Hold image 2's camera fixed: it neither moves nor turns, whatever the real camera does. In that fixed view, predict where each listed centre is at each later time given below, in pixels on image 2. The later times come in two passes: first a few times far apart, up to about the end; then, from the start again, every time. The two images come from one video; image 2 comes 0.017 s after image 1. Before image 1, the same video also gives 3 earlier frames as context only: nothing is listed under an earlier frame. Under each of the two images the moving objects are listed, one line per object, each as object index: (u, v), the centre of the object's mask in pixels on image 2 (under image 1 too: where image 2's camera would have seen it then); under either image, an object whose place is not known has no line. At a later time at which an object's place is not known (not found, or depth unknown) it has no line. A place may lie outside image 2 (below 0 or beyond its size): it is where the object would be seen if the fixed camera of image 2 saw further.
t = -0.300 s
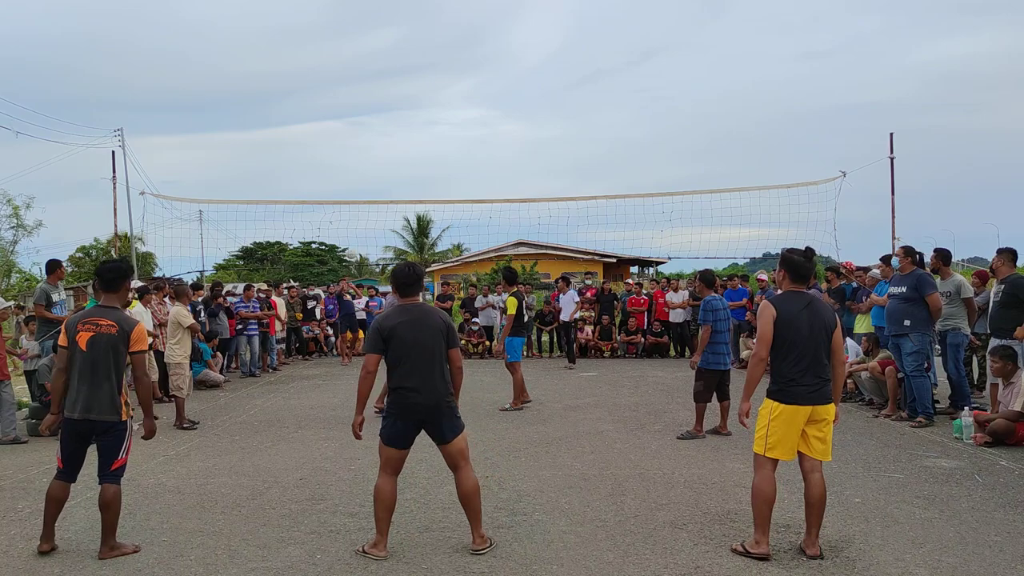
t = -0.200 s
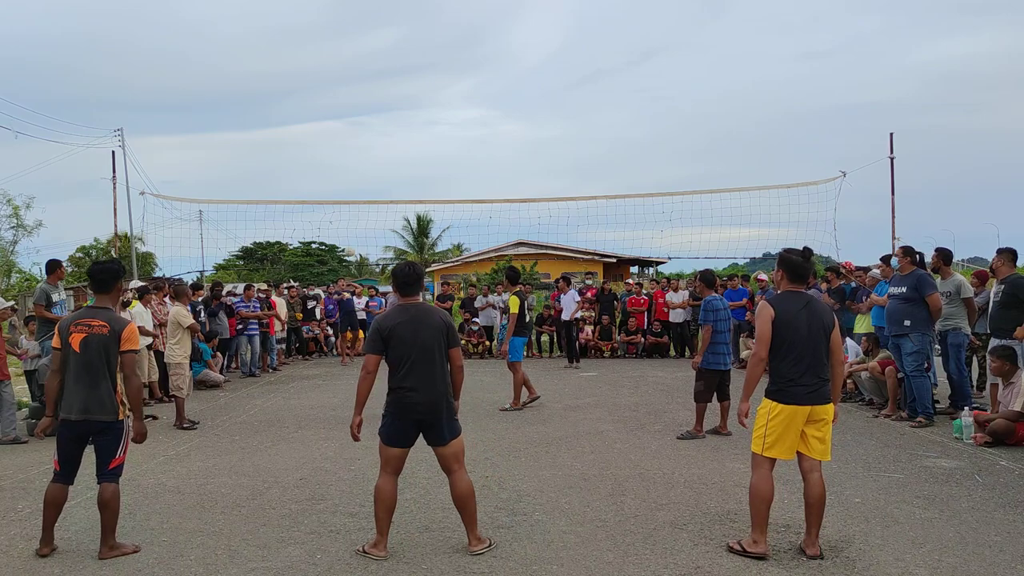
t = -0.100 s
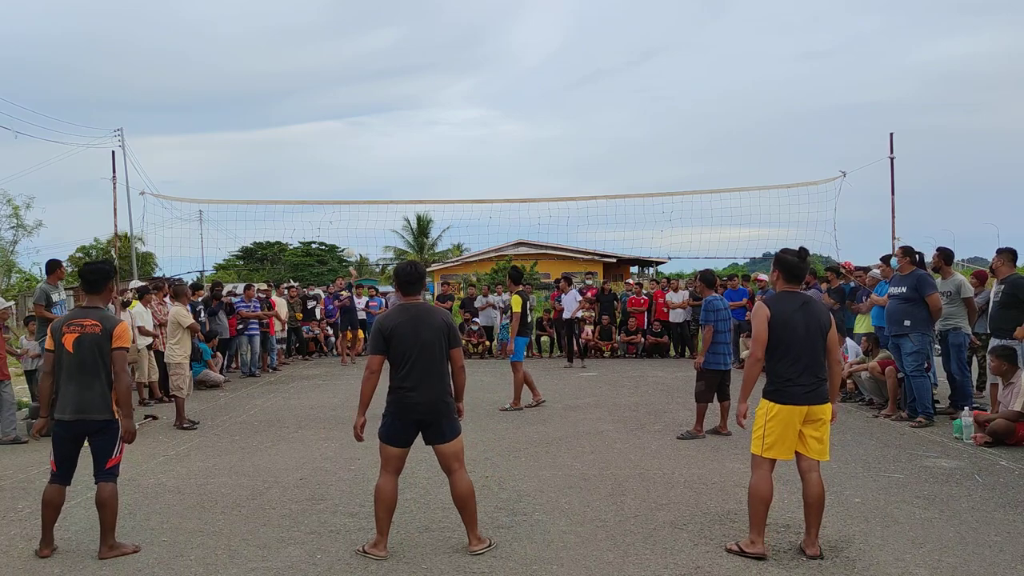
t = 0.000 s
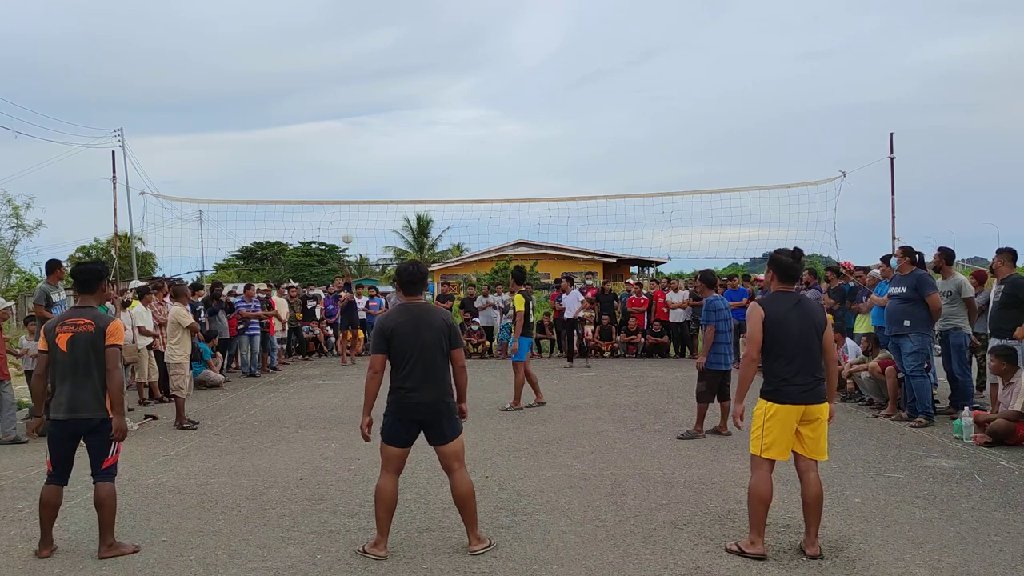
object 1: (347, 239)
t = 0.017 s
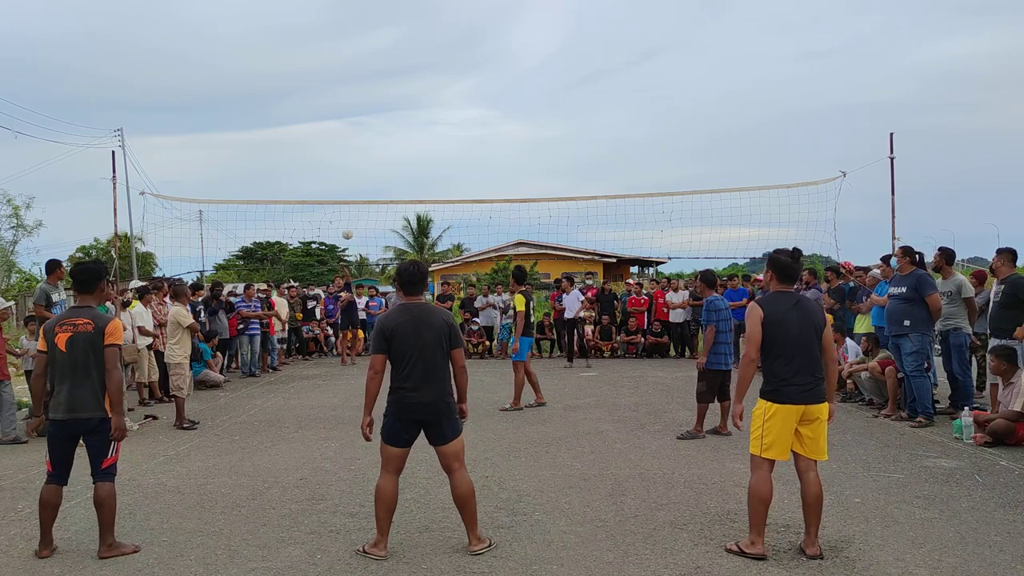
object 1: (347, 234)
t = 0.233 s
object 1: (342, 184)
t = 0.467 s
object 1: (330, 145)
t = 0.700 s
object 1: (312, 131)
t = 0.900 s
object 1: (288, 159)
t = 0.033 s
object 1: (346, 230)
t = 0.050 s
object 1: (347, 226)
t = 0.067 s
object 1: (346, 222)
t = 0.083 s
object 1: (346, 217)
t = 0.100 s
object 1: (346, 215)
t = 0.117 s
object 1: (345, 210)
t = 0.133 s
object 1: (345, 208)
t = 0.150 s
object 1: (345, 201)
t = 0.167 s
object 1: (344, 197)
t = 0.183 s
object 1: (344, 195)
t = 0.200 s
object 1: (343, 191)
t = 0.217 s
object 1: (342, 187)
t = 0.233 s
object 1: (342, 184)
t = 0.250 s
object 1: (341, 181)
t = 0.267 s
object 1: (341, 177)
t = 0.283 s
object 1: (340, 174)
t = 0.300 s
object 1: (339, 171)
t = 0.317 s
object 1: (339, 168)
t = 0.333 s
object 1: (338, 165)
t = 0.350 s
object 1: (337, 162)
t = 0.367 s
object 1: (336, 160)
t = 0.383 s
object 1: (336, 157)
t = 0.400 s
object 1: (335, 154)
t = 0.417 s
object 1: (333, 152)
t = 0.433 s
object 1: (333, 150)
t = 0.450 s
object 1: (331, 147)
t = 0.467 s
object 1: (330, 145)
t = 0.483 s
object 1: (329, 143)
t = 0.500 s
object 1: (328, 141)
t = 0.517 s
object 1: (327, 140)
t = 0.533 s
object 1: (326, 138)
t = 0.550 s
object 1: (324, 136)
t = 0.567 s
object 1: (323, 135)
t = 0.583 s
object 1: (322, 134)
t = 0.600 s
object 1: (321, 133)
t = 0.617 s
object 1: (319, 132)
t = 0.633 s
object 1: (318, 131)
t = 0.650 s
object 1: (317, 131)
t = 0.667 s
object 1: (315, 131)
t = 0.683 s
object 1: (314, 131)
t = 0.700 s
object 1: (312, 131)
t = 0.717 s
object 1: (310, 132)
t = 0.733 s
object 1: (308, 133)
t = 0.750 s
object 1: (307, 134)
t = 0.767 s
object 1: (305, 135)
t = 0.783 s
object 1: (303, 137)
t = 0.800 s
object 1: (301, 139)
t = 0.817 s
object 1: (299, 141)
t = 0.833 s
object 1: (297, 144)
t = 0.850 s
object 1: (294, 147)
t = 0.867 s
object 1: (292, 151)
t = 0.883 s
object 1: (290, 155)
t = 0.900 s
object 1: (288, 159)
